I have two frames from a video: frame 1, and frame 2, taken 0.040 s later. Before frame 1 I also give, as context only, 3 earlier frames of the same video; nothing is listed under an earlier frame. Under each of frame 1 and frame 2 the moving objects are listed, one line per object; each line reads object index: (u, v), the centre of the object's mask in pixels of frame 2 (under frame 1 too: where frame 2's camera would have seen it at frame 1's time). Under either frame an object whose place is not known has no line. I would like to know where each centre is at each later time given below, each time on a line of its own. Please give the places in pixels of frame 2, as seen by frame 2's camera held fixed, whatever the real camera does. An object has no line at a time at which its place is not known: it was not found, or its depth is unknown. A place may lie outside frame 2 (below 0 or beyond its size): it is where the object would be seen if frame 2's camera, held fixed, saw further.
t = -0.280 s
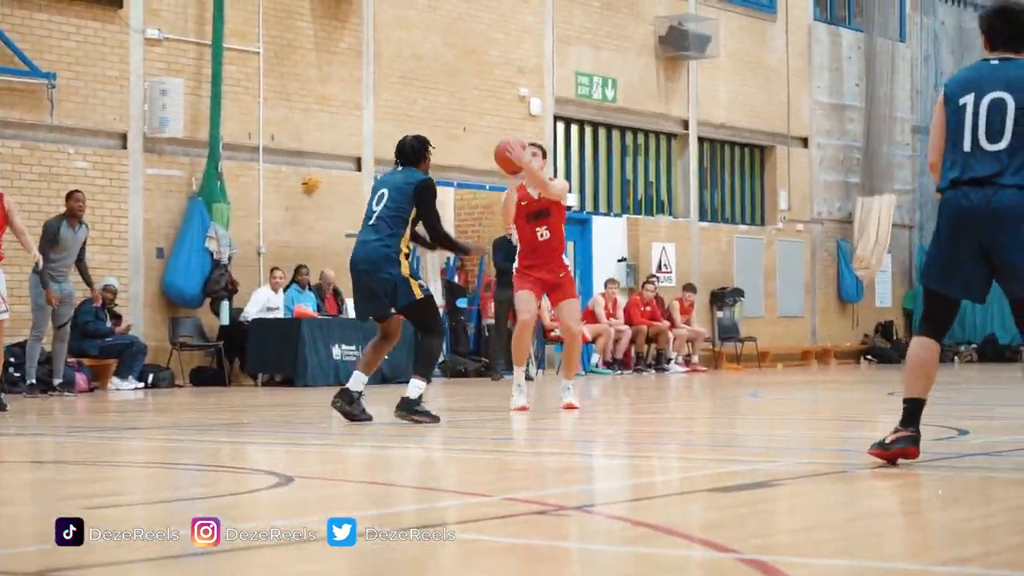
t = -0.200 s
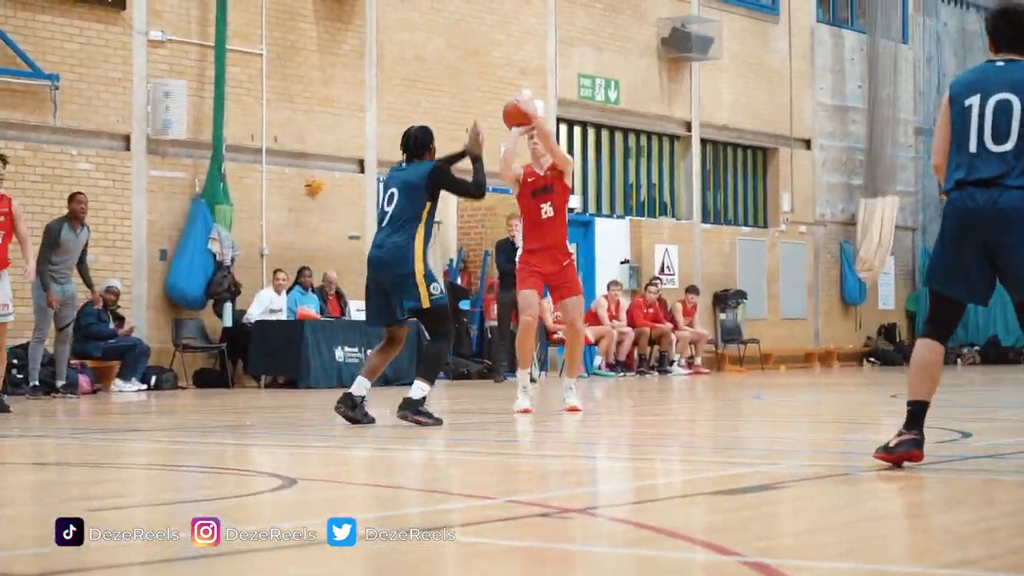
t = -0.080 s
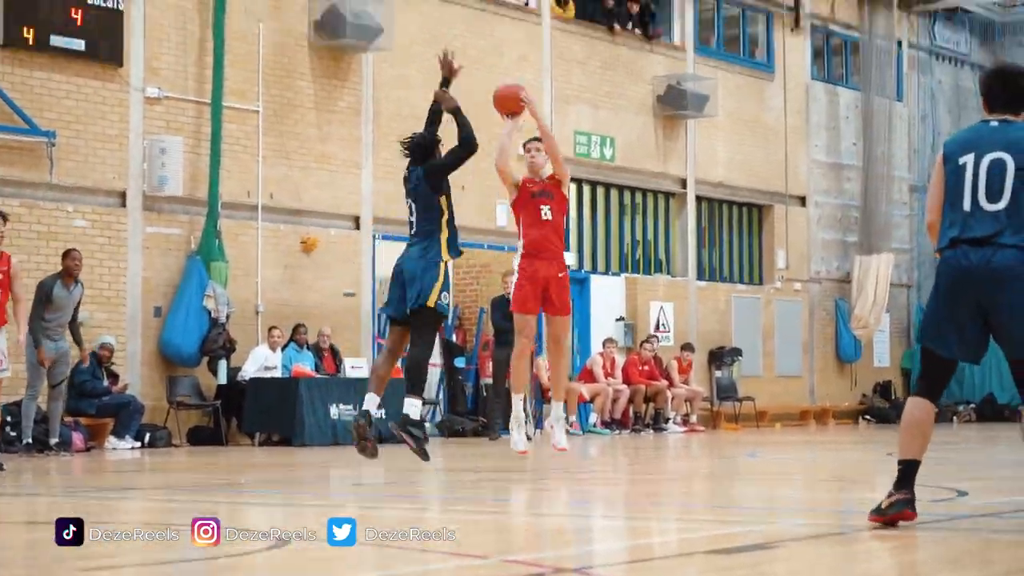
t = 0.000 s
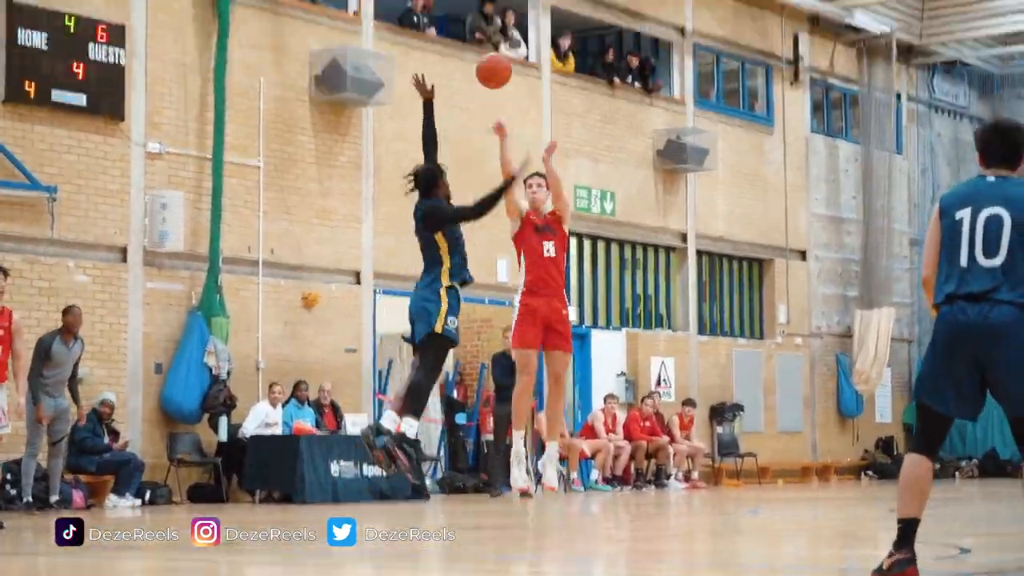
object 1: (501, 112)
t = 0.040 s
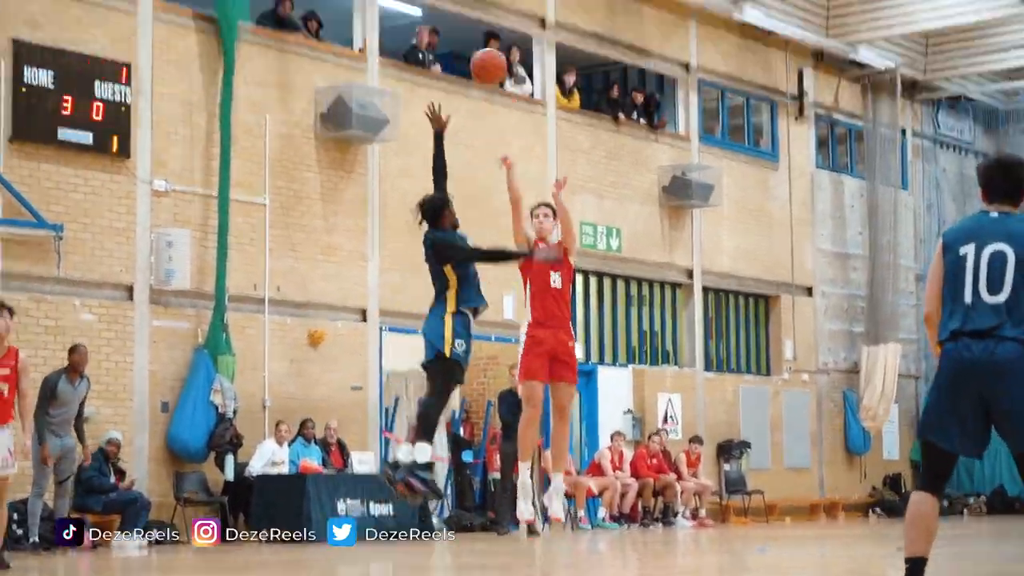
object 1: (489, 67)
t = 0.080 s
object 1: (477, 24)
